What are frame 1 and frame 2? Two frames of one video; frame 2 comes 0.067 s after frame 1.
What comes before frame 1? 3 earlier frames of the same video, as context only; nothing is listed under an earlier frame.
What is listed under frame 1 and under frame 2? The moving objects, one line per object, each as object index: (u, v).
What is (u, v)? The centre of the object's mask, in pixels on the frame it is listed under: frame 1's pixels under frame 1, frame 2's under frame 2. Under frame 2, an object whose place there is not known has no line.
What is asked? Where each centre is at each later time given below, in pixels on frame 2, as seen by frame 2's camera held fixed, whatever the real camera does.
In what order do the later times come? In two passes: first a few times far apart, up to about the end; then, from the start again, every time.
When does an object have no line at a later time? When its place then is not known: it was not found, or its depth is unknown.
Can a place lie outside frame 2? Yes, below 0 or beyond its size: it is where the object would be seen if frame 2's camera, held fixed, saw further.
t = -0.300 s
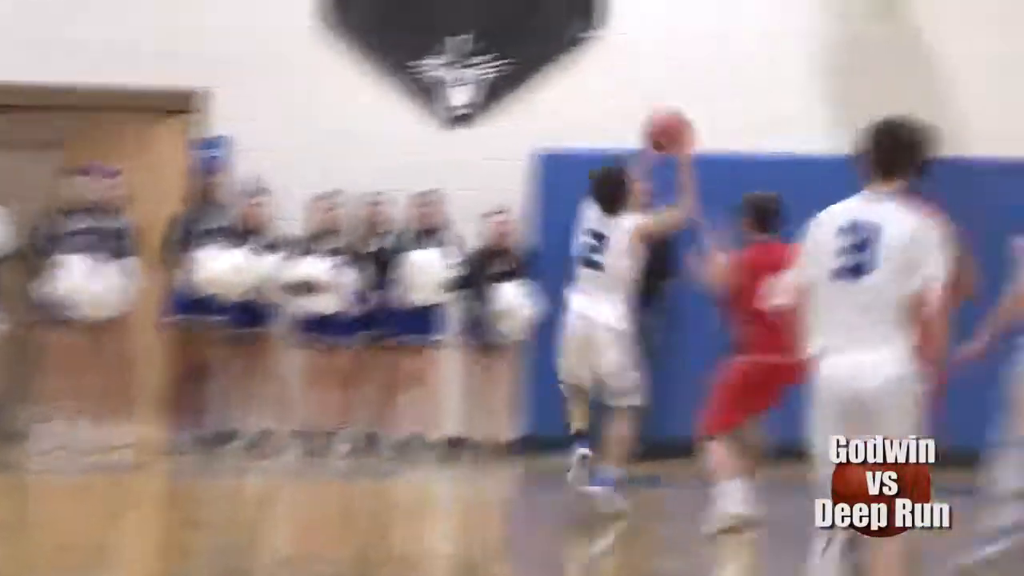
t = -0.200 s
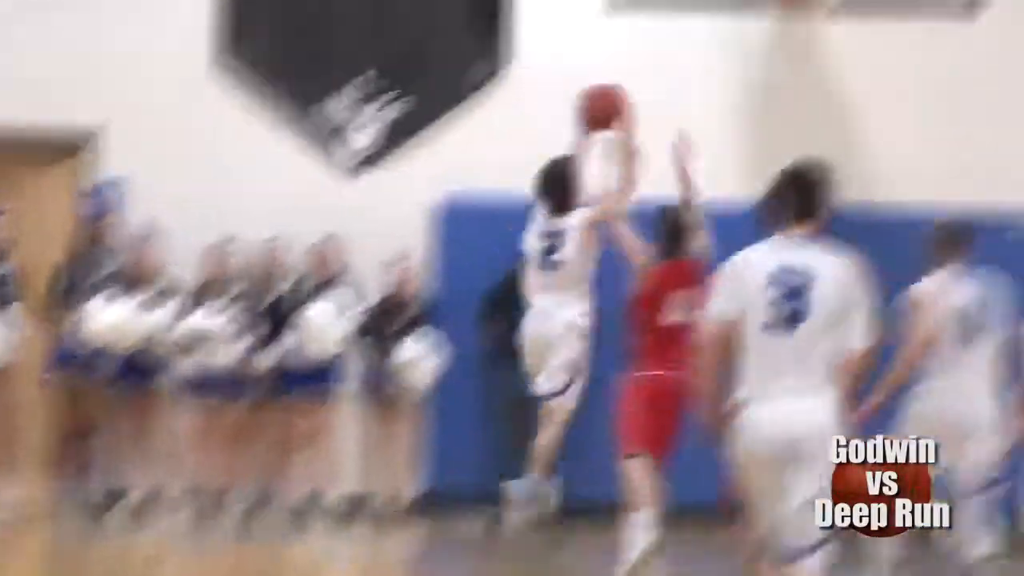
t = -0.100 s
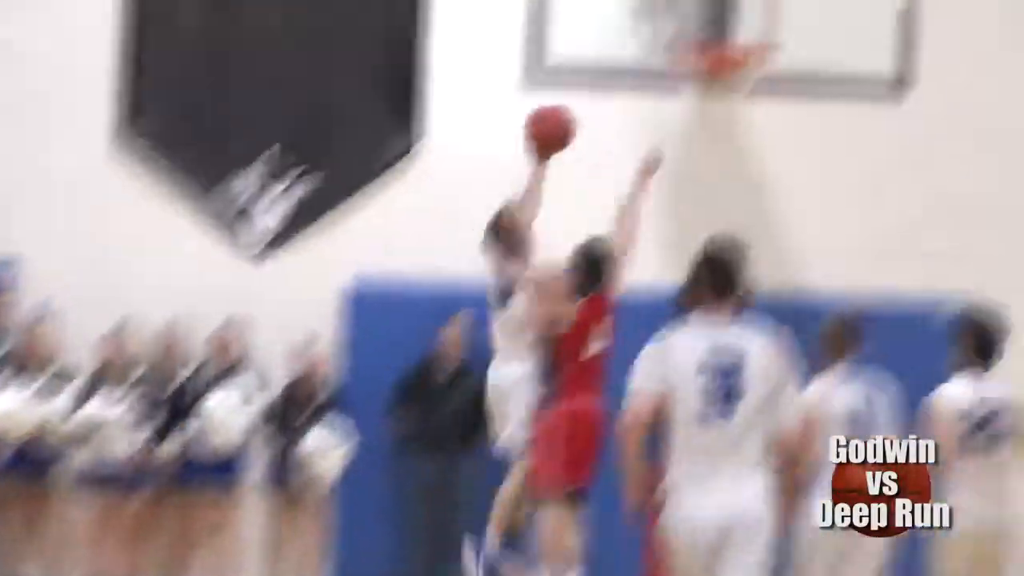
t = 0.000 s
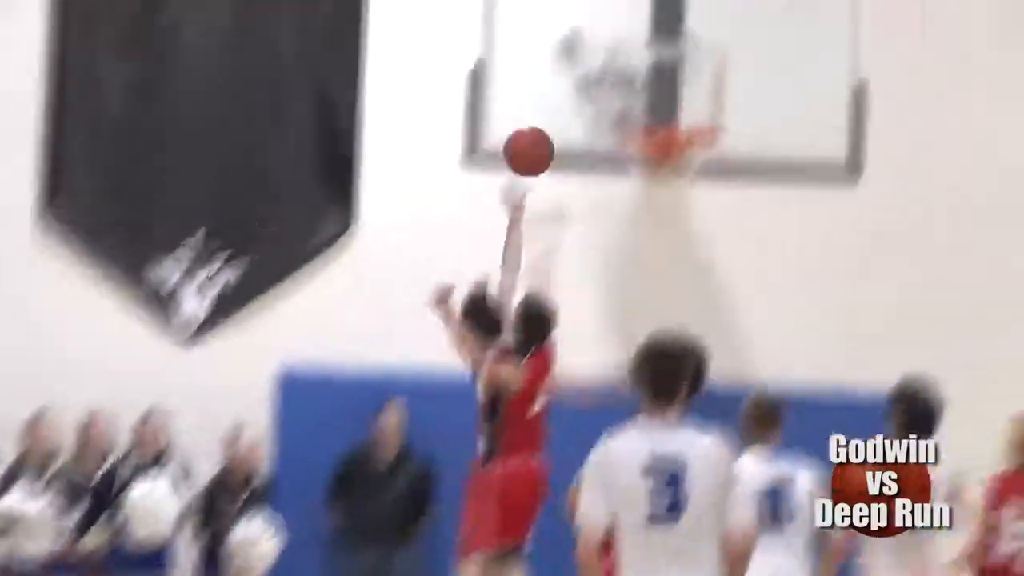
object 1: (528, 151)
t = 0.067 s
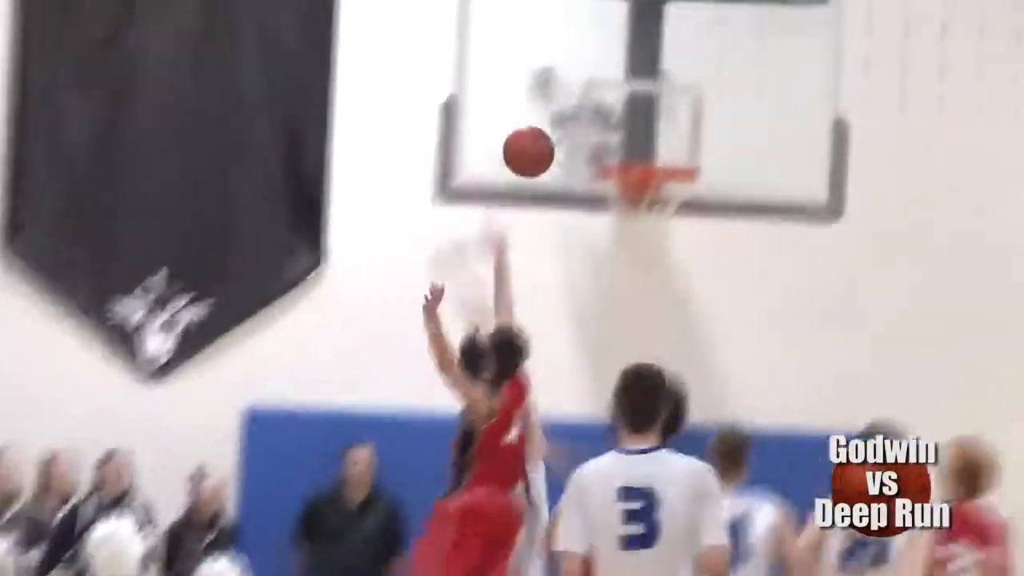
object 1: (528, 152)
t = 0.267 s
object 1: (600, 101)
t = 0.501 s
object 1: (663, 121)
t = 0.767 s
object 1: (680, 137)
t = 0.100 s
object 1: (541, 139)
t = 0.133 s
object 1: (554, 127)
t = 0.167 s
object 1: (566, 119)
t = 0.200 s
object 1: (578, 112)
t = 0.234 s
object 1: (590, 107)
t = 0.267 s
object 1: (600, 101)
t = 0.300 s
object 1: (610, 97)
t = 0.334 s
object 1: (619, 95)
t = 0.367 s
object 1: (628, 96)
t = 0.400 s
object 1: (637, 98)
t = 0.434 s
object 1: (646, 104)
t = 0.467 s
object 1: (656, 112)
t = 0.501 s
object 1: (663, 121)
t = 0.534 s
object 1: (671, 132)
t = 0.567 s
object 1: (681, 143)
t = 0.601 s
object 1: (682, 137)
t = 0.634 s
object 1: (681, 133)
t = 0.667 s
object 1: (681, 130)
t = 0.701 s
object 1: (681, 130)
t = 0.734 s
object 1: (681, 133)
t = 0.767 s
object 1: (680, 137)
